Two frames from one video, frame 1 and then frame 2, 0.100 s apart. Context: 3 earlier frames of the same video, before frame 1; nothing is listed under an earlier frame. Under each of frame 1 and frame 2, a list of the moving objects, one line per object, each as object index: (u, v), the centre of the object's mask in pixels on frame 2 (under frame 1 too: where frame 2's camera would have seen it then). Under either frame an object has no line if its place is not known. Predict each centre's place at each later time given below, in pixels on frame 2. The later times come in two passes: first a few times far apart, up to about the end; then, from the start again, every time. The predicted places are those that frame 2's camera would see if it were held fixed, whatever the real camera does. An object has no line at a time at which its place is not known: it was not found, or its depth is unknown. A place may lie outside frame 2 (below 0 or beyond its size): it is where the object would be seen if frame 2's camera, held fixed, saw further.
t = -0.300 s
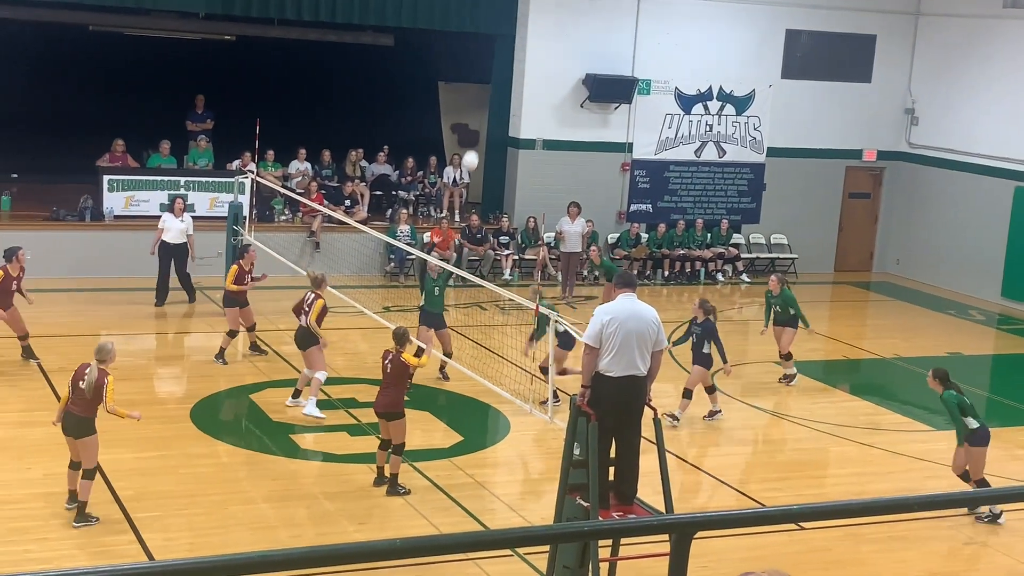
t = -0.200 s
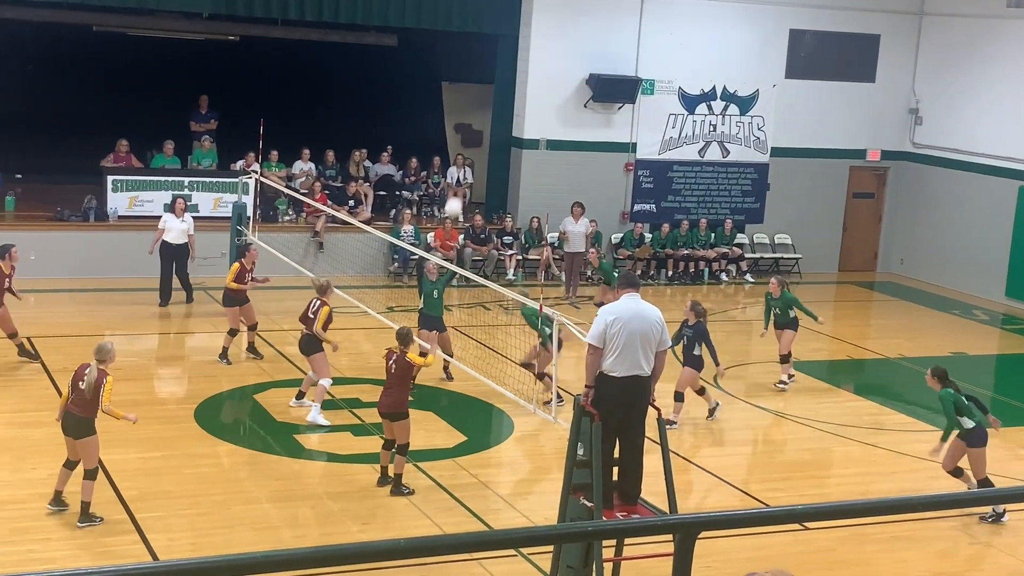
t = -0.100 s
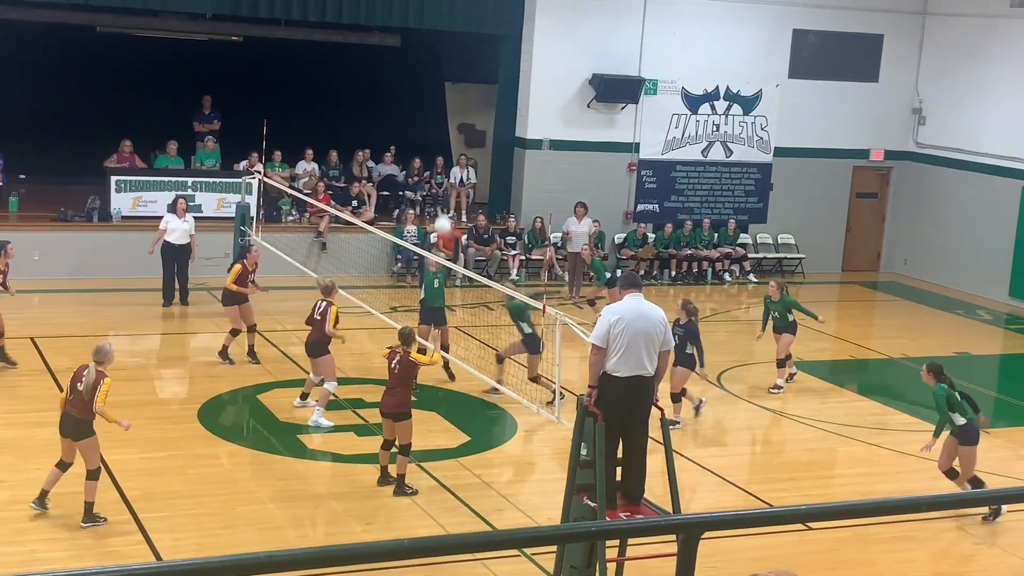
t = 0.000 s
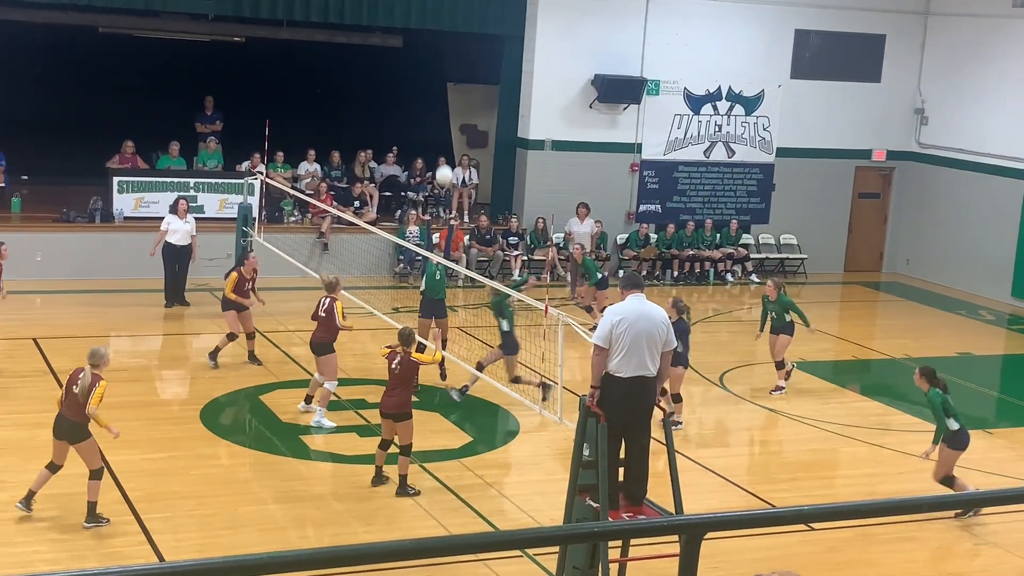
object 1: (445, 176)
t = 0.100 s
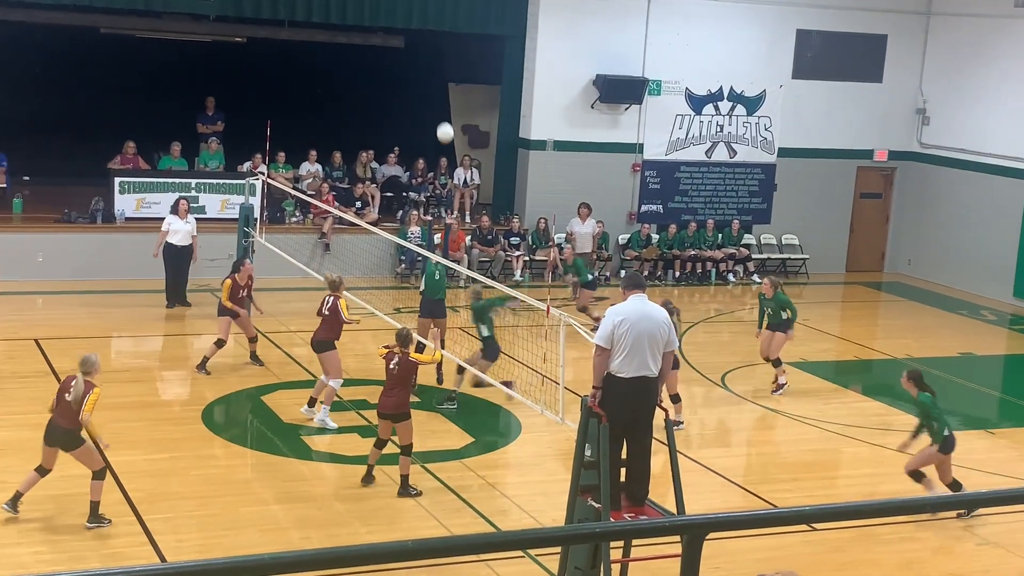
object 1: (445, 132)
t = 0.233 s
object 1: (444, 88)
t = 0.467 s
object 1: (438, 46)
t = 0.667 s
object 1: (431, 45)
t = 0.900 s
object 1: (424, 79)
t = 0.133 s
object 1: (445, 120)
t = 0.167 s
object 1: (444, 109)
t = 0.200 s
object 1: (444, 98)
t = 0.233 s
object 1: (444, 88)
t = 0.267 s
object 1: (443, 80)
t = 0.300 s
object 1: (442, 72)
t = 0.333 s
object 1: (442, 65)
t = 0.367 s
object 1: (441, 59)
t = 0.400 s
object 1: (440, 54)
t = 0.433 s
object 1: (439, 49)
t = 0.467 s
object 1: (438, 46)
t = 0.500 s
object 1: (437, 44)
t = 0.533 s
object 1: (436, 42)
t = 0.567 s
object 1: (435, 41)
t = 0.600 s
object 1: (434, 42)
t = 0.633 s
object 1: (433, 43)
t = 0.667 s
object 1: (431, 45)
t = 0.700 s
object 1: (430, 47)
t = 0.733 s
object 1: (429, 51)
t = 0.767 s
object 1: (428, 55)
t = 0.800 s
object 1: (427, 59)
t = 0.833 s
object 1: (426, 65)
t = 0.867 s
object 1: (425, 72)
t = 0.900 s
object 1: (424, 79)
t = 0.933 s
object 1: (424, 87)
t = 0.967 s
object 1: (424, 96)
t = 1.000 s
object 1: (423, 105)
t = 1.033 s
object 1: (423, 116)
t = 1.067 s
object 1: (422, 127)
